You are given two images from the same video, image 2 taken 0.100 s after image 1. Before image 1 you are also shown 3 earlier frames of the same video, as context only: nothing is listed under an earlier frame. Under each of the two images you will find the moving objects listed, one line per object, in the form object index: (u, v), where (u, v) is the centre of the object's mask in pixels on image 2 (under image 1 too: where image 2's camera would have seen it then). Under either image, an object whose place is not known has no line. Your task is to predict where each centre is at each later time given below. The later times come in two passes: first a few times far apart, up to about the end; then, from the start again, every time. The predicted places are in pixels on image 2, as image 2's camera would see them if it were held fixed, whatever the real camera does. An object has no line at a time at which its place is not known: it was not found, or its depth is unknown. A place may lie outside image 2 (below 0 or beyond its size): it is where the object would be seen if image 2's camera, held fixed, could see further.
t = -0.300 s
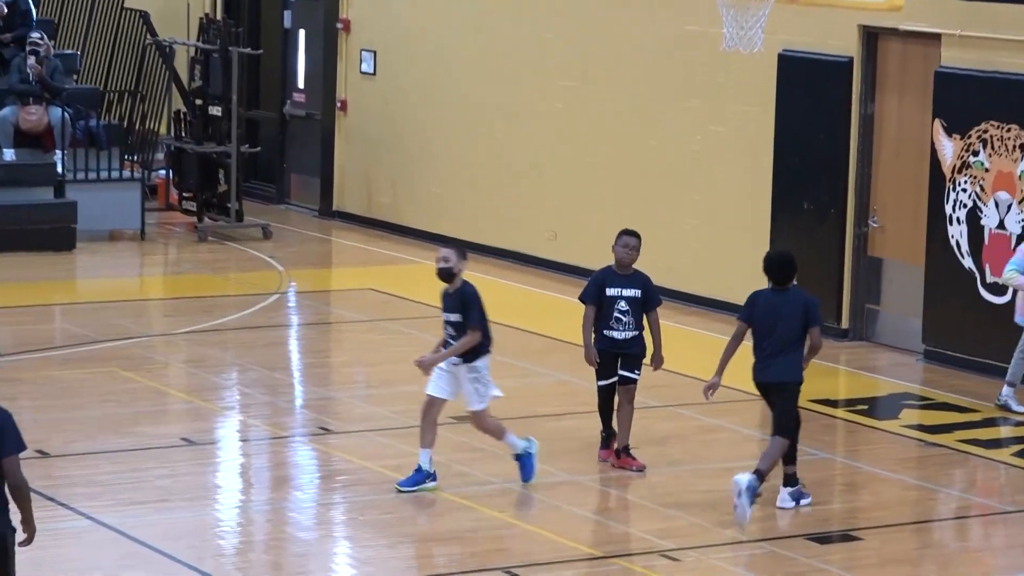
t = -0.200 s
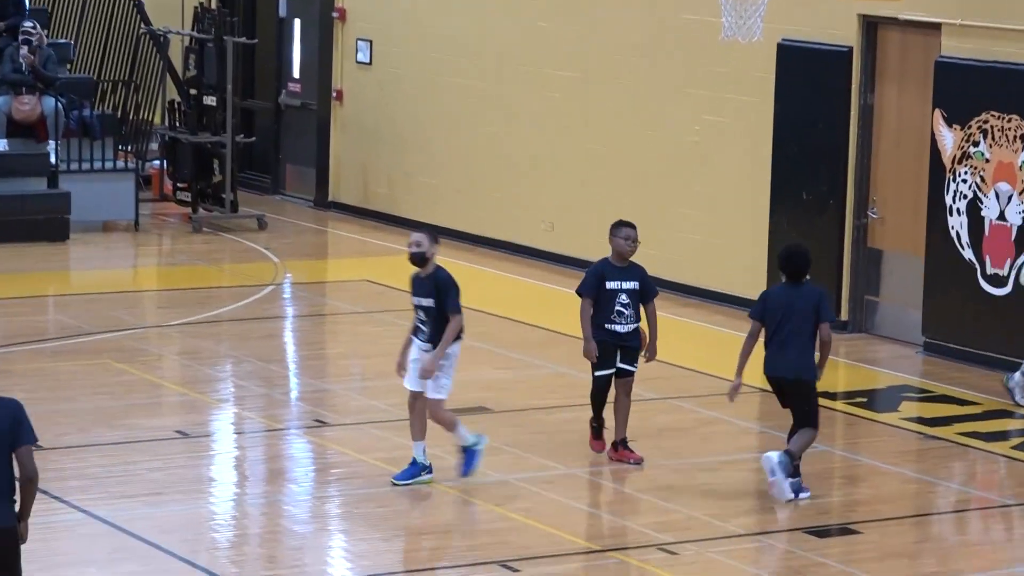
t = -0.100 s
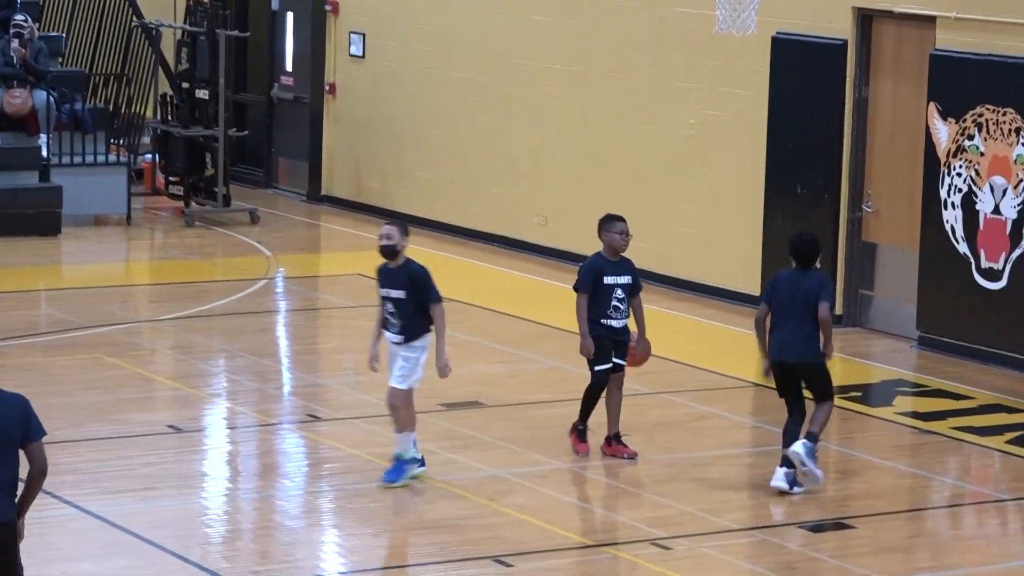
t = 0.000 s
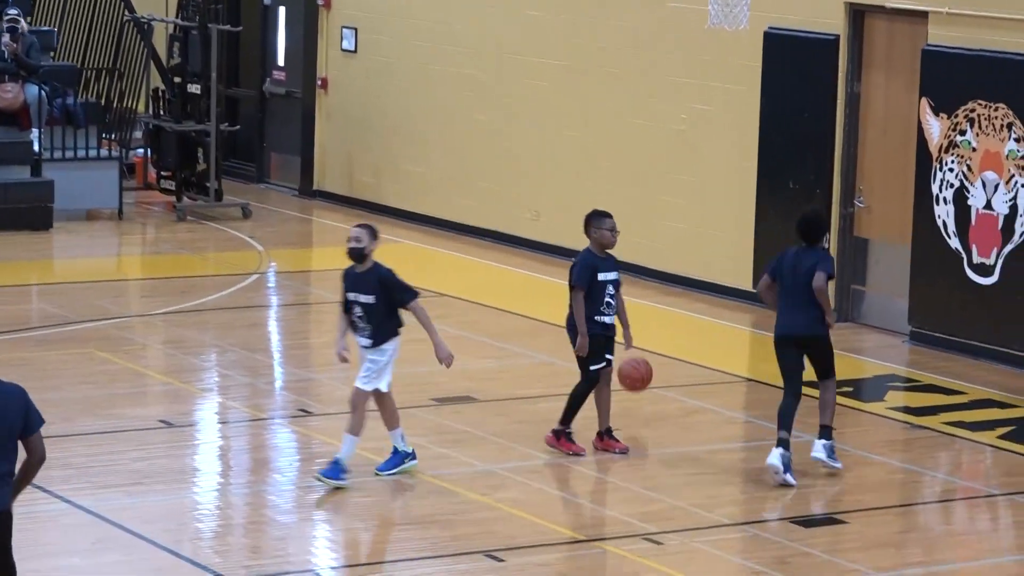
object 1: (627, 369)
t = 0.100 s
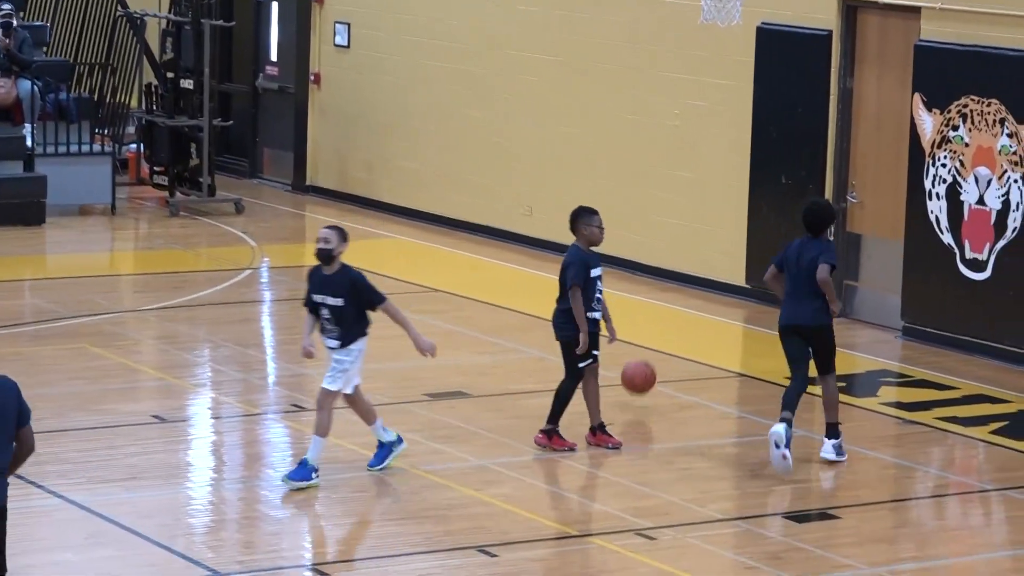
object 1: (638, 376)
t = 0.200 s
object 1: (650, 351)
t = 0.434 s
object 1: (678, 348)
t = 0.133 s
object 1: (642, 367)
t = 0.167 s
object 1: (646, 358)
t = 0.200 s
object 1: (650, 351)
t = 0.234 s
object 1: (654, 346)
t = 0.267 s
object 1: (659, 343)
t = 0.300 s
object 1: (663, 341)
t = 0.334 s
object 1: (667, 340)
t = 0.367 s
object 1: (671, 341)
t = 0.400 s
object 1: (674, 343)
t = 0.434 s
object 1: (678, 348)
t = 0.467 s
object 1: (681, 354)
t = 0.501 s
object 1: (683, 360)
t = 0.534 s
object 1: (686, 369)
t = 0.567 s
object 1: (688, 379)
